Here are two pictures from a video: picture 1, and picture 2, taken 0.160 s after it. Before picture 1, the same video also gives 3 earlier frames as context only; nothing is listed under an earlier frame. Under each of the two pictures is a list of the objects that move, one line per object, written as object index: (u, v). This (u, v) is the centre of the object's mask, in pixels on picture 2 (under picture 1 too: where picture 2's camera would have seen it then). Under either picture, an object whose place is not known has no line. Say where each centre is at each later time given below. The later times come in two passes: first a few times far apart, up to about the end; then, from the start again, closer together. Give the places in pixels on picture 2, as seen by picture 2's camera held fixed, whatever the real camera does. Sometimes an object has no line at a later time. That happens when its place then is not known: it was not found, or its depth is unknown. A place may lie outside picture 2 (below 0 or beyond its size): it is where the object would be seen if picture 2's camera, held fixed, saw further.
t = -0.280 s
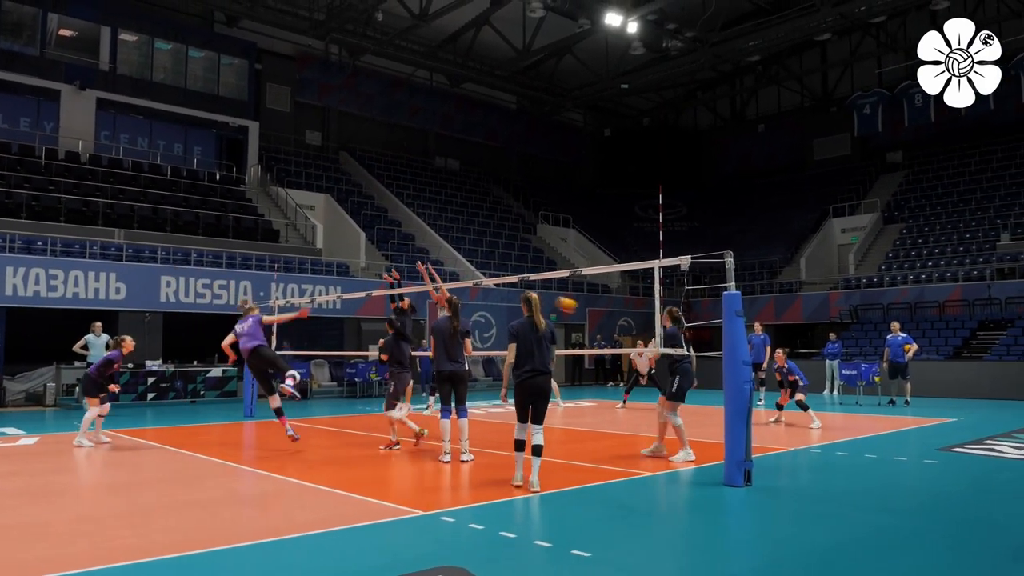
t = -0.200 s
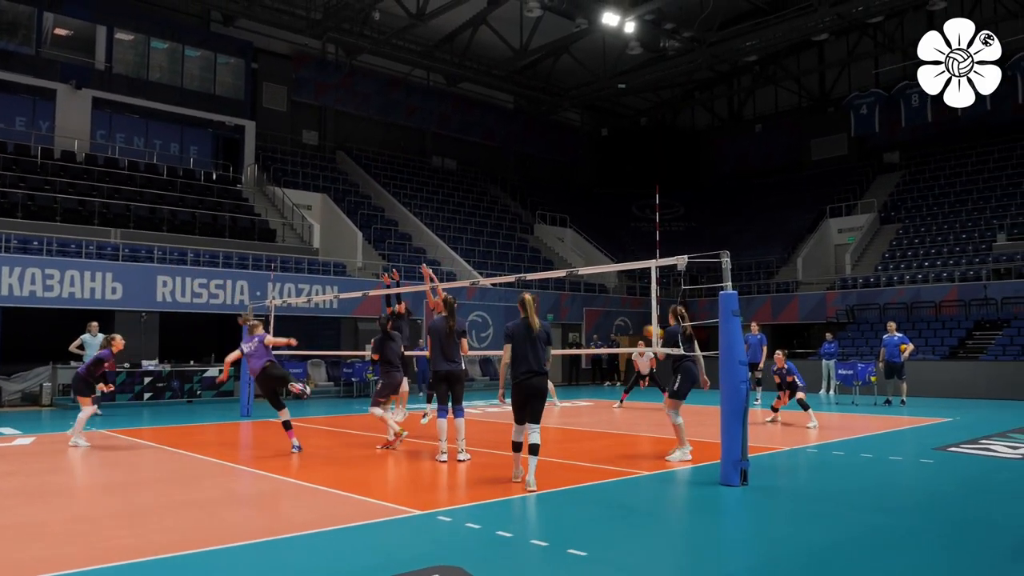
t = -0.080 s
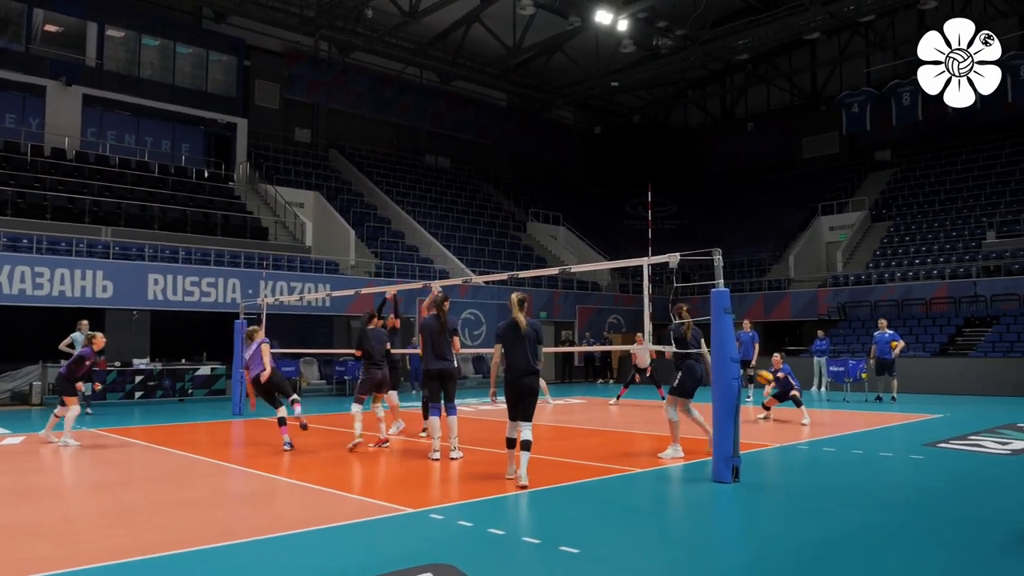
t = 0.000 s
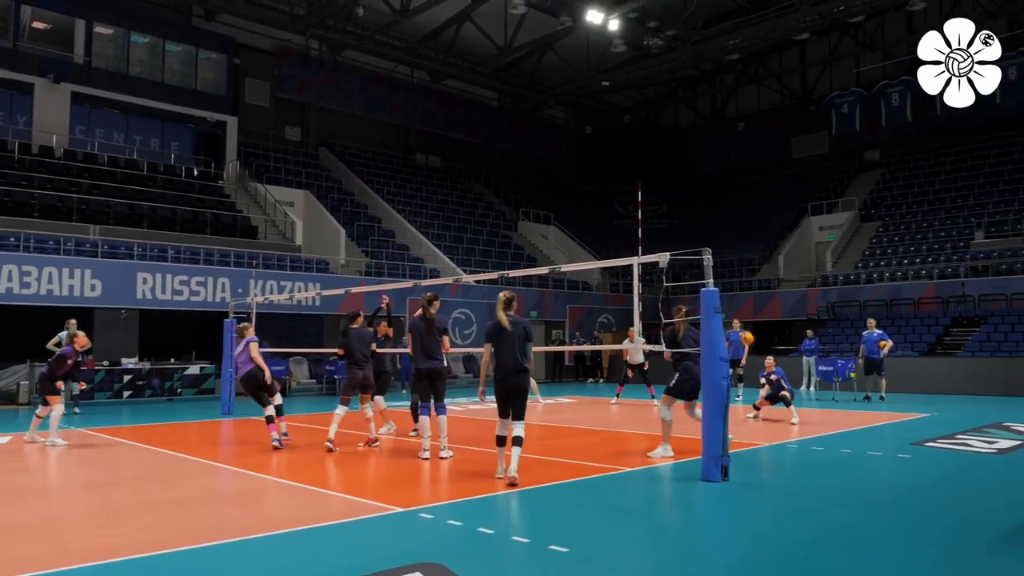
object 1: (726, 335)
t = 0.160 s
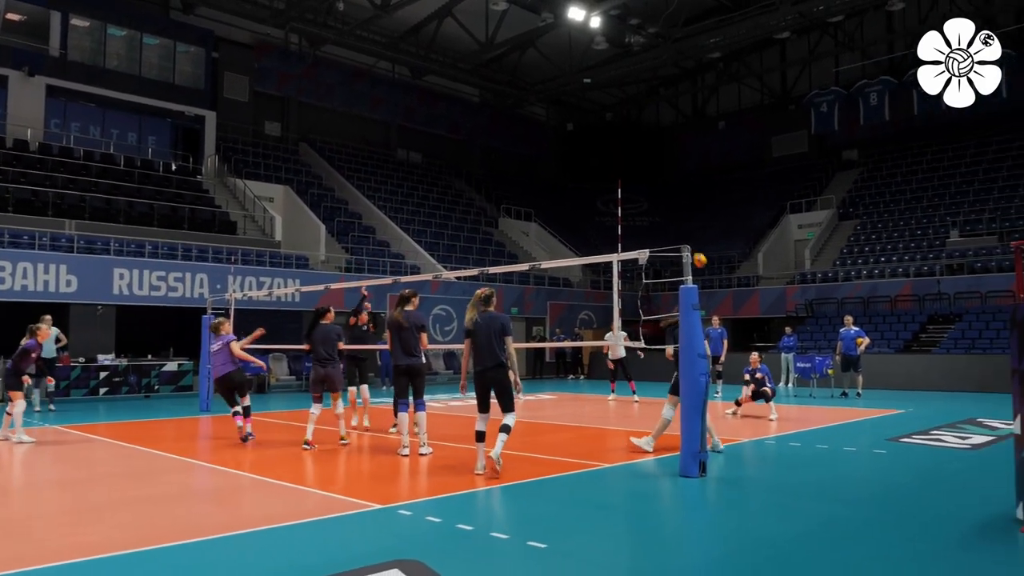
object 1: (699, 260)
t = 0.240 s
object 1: (688, 229)
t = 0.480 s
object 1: (658, 163)
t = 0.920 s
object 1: (603, 128)
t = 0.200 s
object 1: (693, 244)
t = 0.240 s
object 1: (688, 229)
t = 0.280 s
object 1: (682, 215)
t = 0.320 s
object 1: (677, 203)
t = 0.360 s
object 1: (669, 192)
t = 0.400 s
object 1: (667, 181)
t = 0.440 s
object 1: (658, 172)
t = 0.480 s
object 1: (658, 163)
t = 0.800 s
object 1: (620, 127)
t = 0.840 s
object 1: (615, 127)
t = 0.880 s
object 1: (611, 127)
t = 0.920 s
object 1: (603, 128)
